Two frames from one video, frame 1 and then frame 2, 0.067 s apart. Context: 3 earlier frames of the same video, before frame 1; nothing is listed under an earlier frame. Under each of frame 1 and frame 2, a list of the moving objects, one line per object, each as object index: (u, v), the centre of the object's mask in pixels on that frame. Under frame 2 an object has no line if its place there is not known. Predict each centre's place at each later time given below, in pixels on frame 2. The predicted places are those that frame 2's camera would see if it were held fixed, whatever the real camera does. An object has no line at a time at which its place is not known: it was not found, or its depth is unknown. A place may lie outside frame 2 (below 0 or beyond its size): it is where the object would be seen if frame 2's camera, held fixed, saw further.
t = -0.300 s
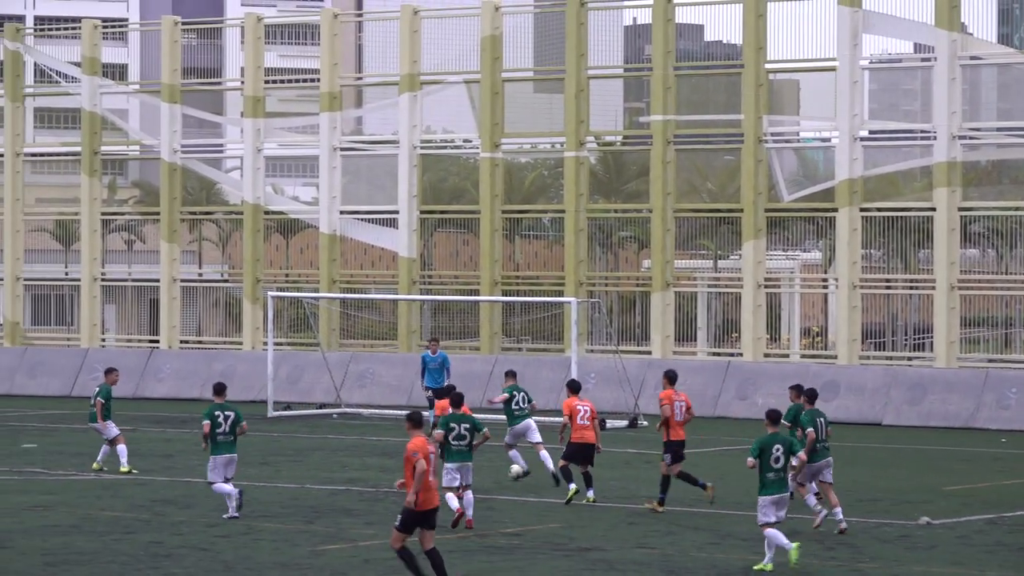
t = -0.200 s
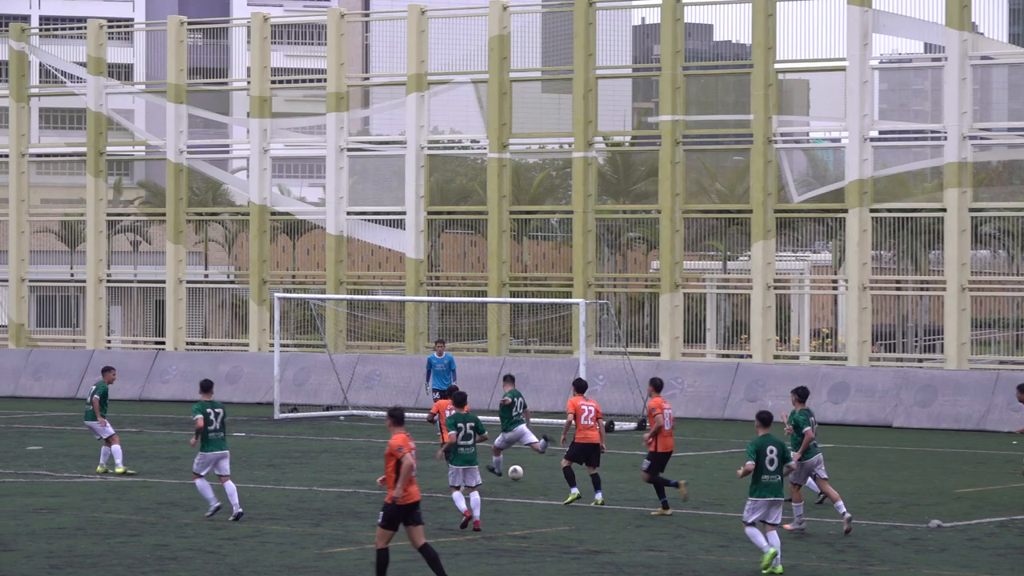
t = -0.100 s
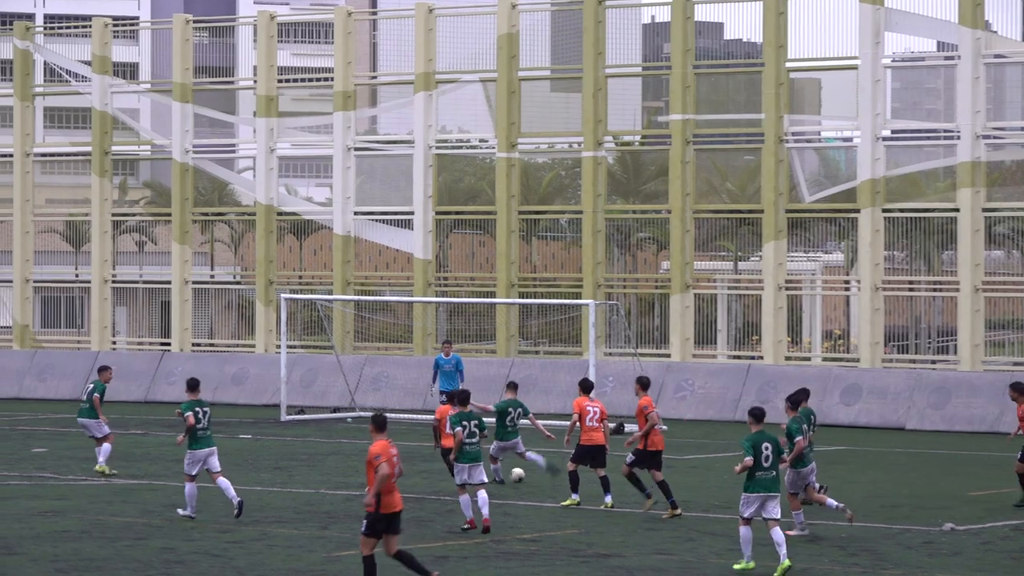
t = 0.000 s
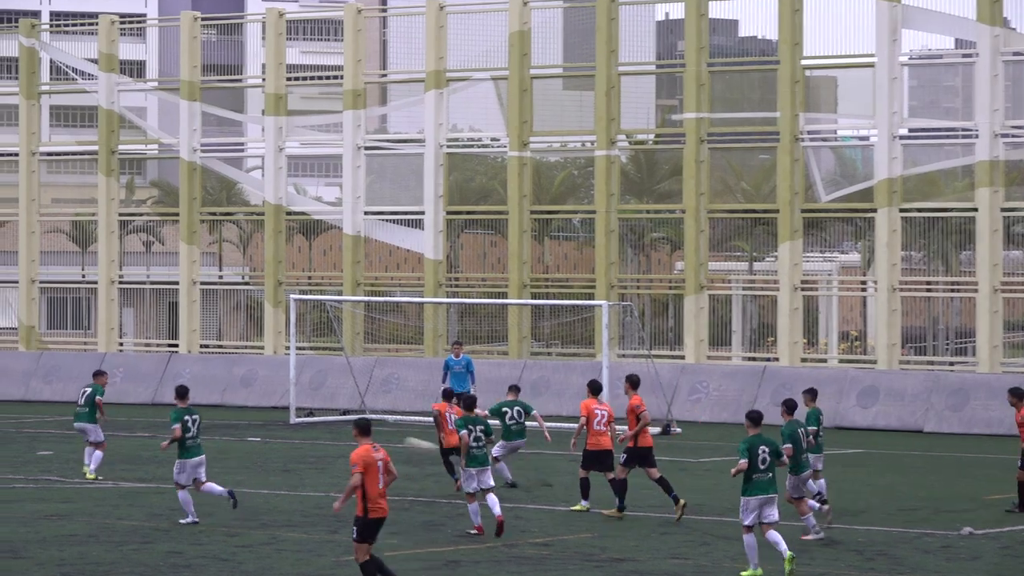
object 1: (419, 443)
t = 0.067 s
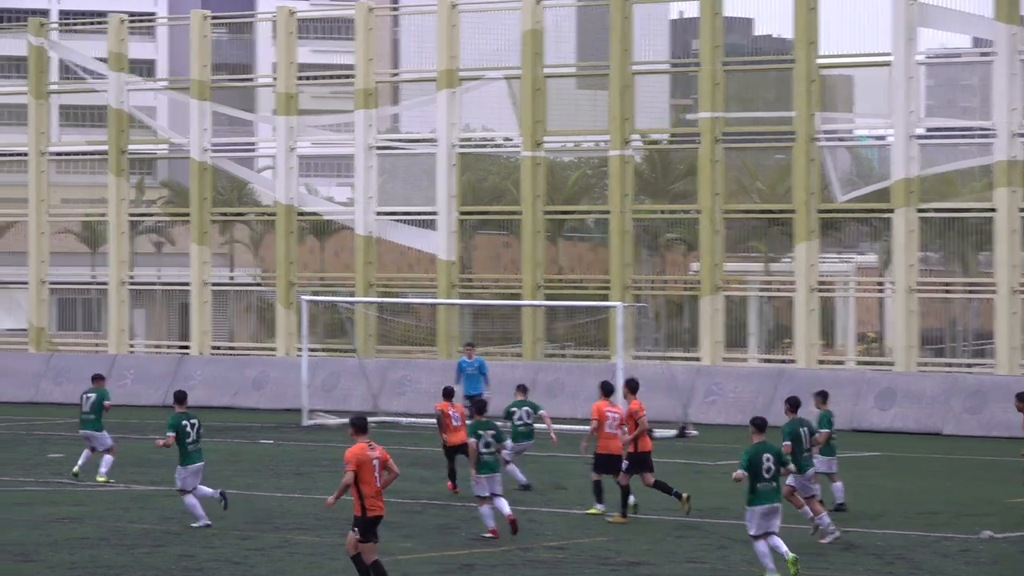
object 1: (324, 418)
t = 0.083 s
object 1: (299, 414)
